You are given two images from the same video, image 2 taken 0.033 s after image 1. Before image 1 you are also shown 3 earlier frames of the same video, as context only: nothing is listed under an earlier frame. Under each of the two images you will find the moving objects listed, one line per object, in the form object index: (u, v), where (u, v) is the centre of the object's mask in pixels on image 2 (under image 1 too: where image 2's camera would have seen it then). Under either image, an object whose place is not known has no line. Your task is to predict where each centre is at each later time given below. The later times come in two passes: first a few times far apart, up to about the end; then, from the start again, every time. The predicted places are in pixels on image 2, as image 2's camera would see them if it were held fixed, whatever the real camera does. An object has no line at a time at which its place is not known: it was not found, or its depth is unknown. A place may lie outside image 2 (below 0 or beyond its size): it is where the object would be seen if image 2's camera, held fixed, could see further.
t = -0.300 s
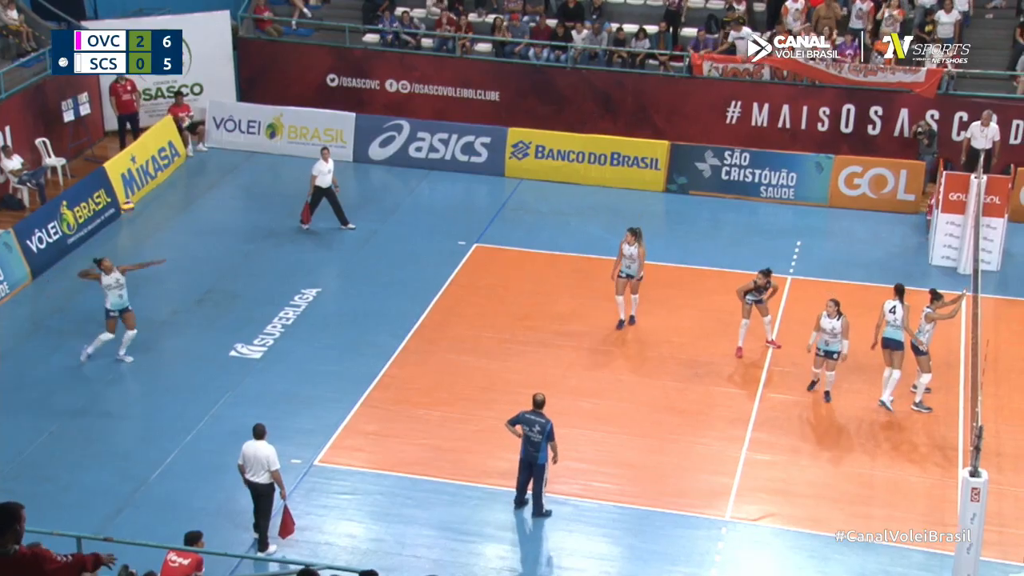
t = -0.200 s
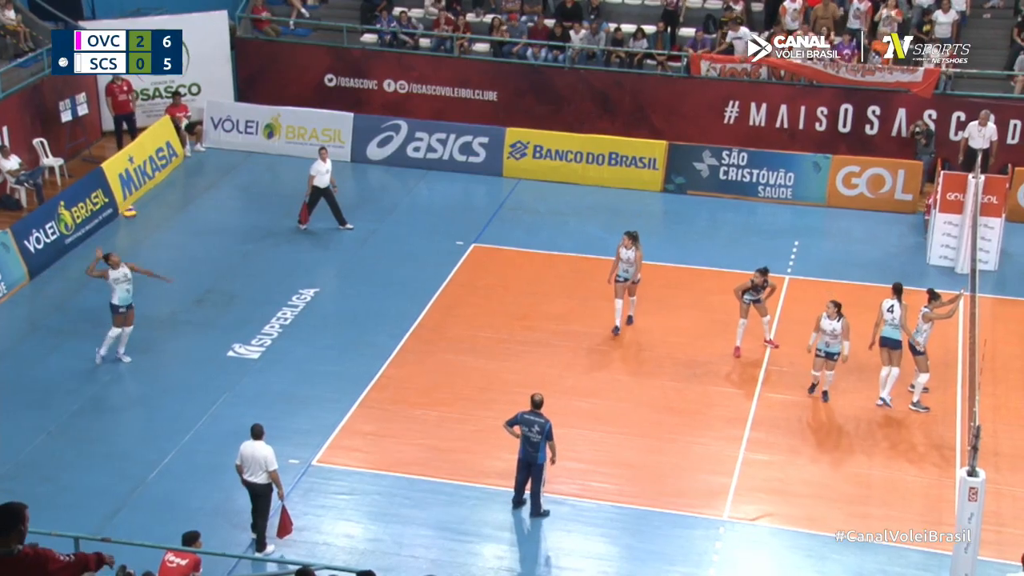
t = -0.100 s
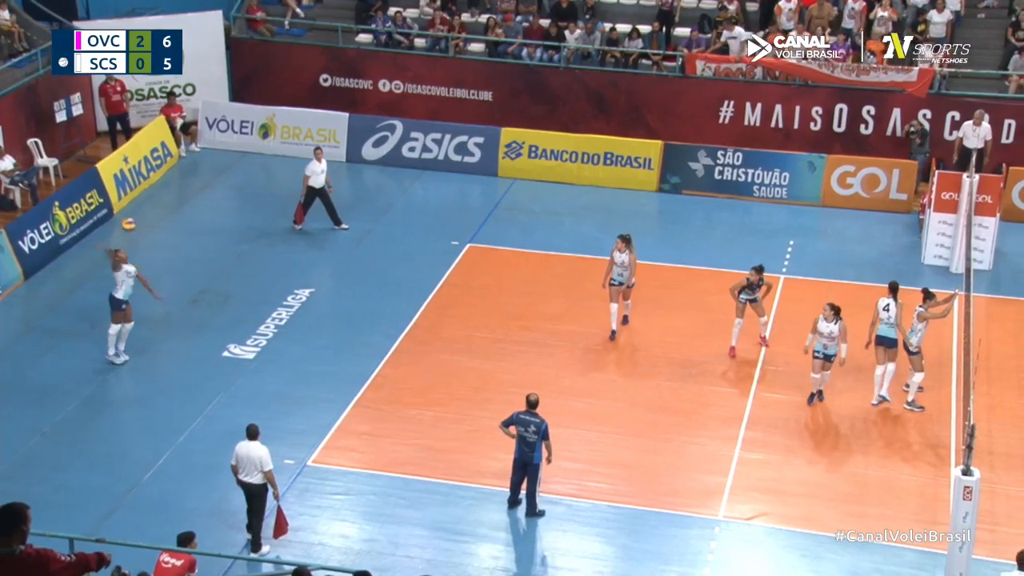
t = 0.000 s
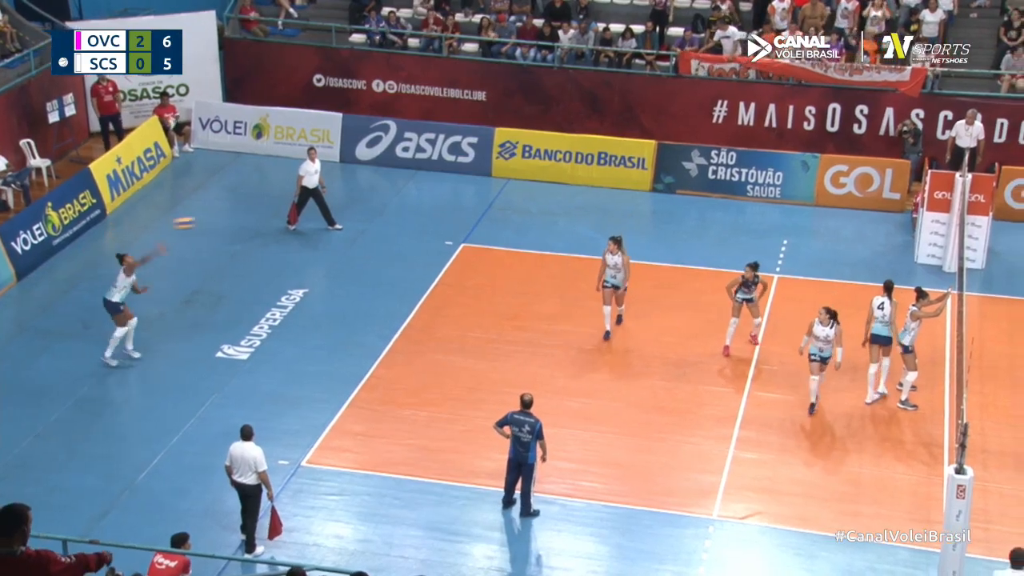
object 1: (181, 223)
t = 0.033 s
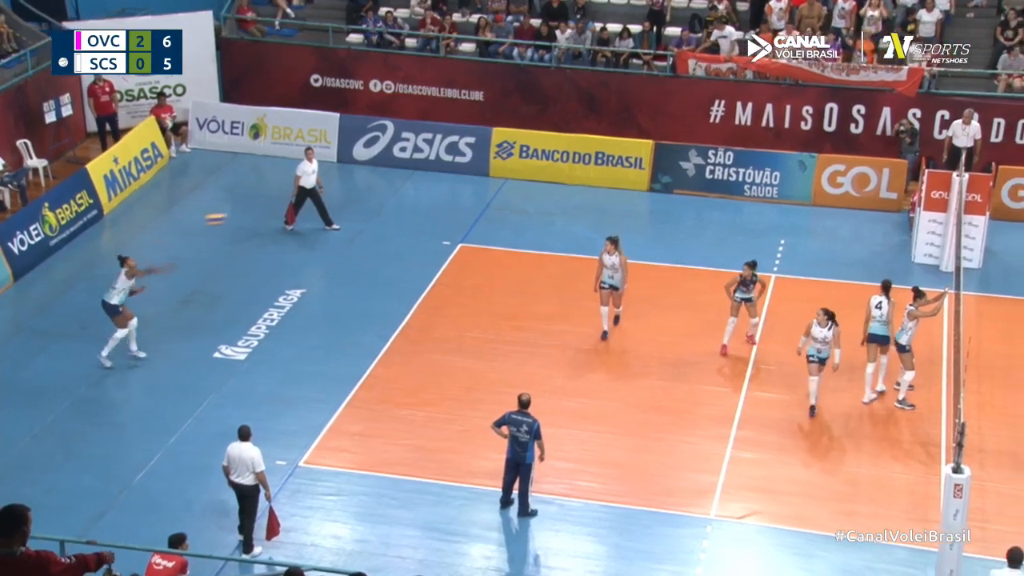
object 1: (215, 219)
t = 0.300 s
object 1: (489, 197)
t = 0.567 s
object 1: (763, 214)
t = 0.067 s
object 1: (249, 215)
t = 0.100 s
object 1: (284, 211)
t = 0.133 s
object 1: (318, 207)
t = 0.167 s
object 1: (352, 203)
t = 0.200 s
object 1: (386, 201)
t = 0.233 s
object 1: (420, 199)
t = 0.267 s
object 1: (456, 197)
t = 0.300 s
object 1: (489, 197)
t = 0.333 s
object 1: (524, 196)
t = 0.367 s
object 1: (558, 196)
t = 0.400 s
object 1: (593, 198)
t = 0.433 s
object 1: (628, 199)
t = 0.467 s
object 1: (661, 202)
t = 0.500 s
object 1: (695, 205)
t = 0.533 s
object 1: (729, 209)
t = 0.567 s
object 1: (763, 214)
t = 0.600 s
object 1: (797, 219)
